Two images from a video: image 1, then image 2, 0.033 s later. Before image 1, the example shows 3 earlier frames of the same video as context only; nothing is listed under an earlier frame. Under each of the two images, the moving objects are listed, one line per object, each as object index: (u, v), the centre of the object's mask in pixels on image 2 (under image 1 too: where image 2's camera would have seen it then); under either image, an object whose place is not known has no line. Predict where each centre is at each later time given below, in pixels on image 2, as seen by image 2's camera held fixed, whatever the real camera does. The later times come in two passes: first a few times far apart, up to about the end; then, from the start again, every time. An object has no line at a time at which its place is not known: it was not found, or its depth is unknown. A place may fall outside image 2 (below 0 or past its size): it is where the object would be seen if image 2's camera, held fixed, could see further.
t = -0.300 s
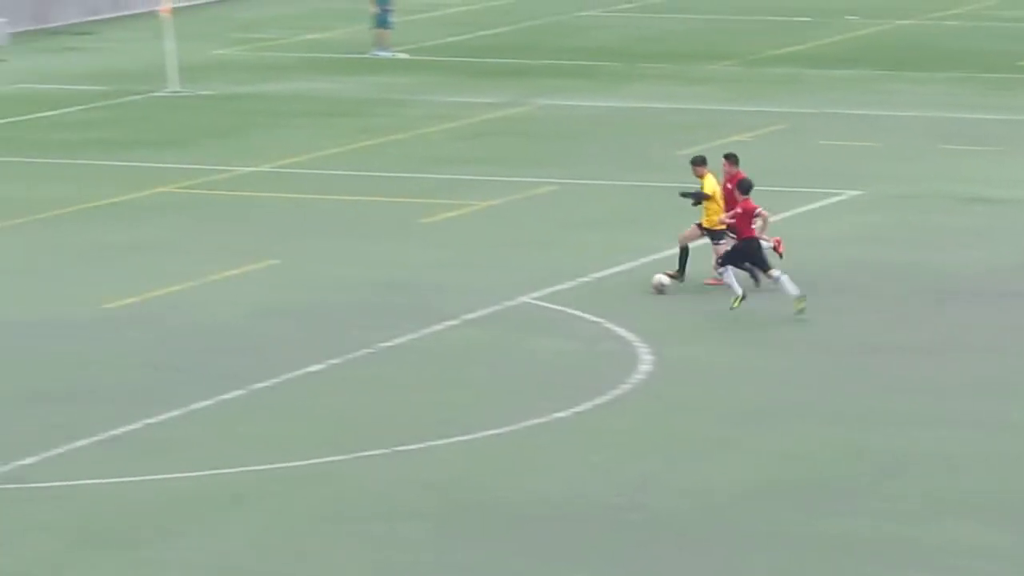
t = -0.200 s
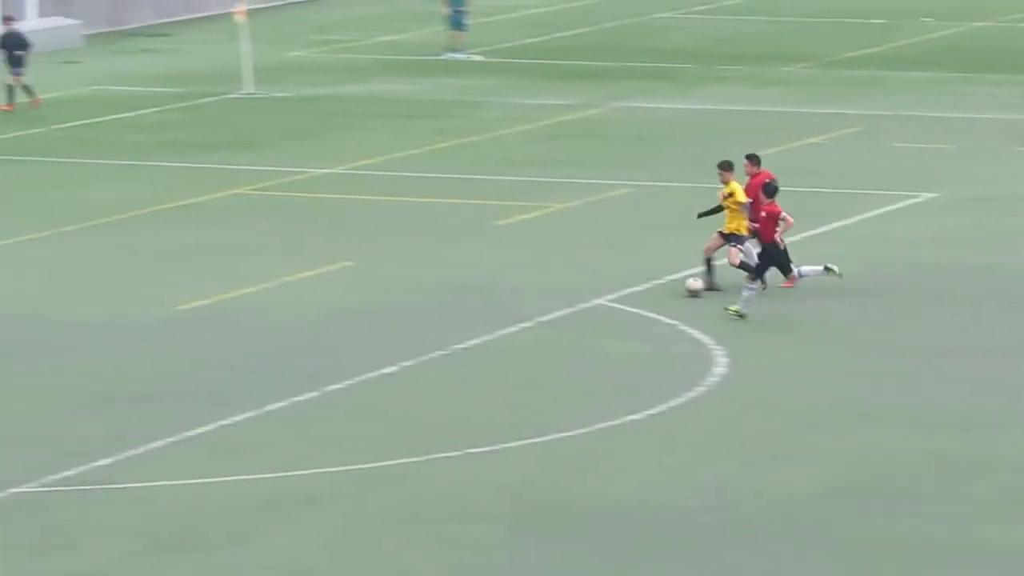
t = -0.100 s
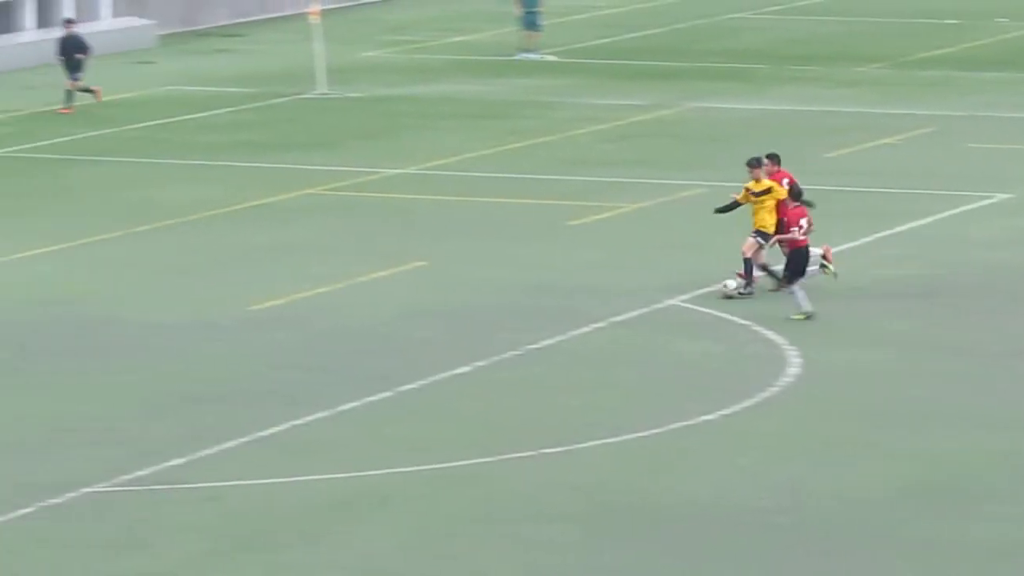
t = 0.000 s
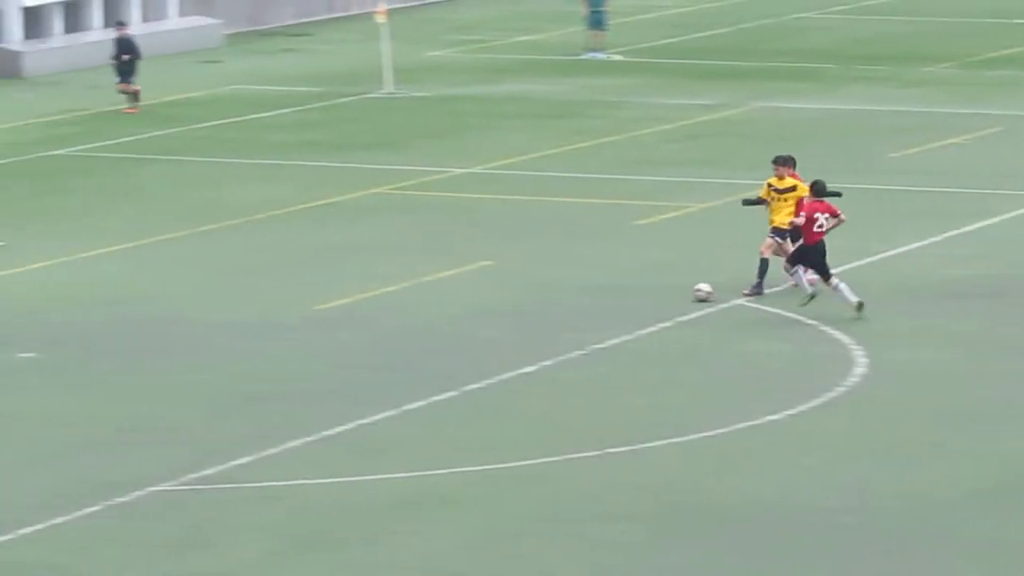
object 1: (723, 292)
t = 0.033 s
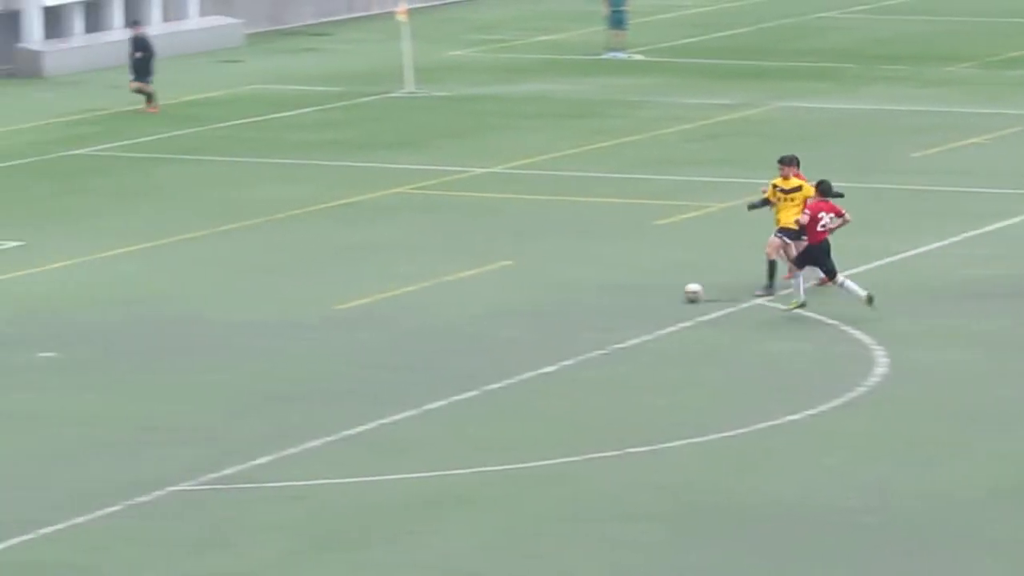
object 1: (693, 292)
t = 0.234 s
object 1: (523, 298)
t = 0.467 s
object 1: (353, 305)
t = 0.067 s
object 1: (663, 293)
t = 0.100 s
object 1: (634, 294)
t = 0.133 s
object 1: (605, 296)
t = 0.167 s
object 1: (577, 296)
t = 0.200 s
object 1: (550, 297)
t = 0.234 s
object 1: (523, 298)
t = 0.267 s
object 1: (497, 299)
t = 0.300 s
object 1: (471, 301)
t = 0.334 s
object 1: (446, 302)
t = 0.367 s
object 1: (422, 303)
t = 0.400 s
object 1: (399, 303)
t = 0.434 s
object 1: (374, 305)
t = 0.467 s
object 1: (353, 305)
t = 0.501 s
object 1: (332, 305)
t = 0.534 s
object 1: (310, 306)
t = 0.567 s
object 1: (289, 309)
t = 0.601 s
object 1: (269, 309)
